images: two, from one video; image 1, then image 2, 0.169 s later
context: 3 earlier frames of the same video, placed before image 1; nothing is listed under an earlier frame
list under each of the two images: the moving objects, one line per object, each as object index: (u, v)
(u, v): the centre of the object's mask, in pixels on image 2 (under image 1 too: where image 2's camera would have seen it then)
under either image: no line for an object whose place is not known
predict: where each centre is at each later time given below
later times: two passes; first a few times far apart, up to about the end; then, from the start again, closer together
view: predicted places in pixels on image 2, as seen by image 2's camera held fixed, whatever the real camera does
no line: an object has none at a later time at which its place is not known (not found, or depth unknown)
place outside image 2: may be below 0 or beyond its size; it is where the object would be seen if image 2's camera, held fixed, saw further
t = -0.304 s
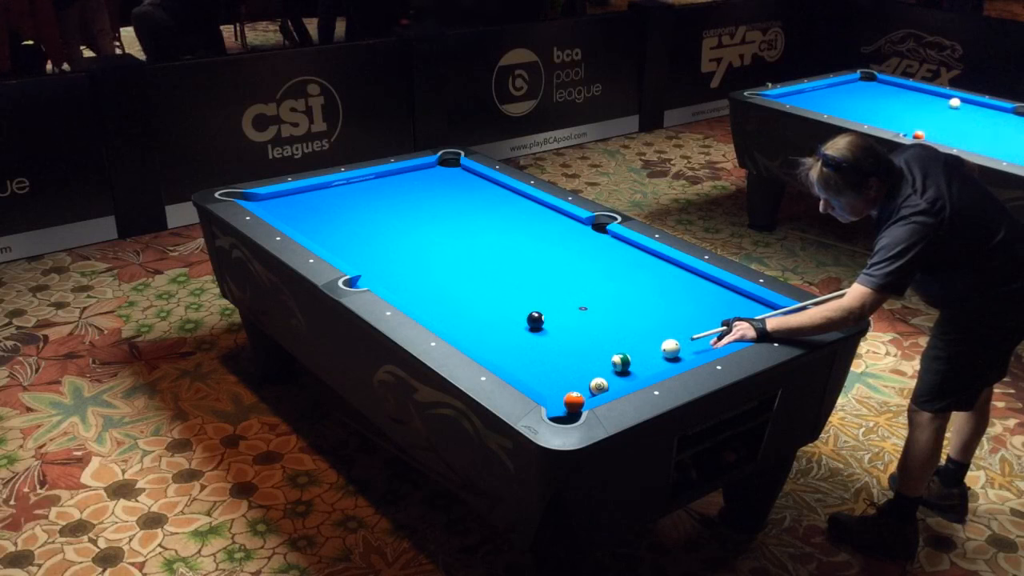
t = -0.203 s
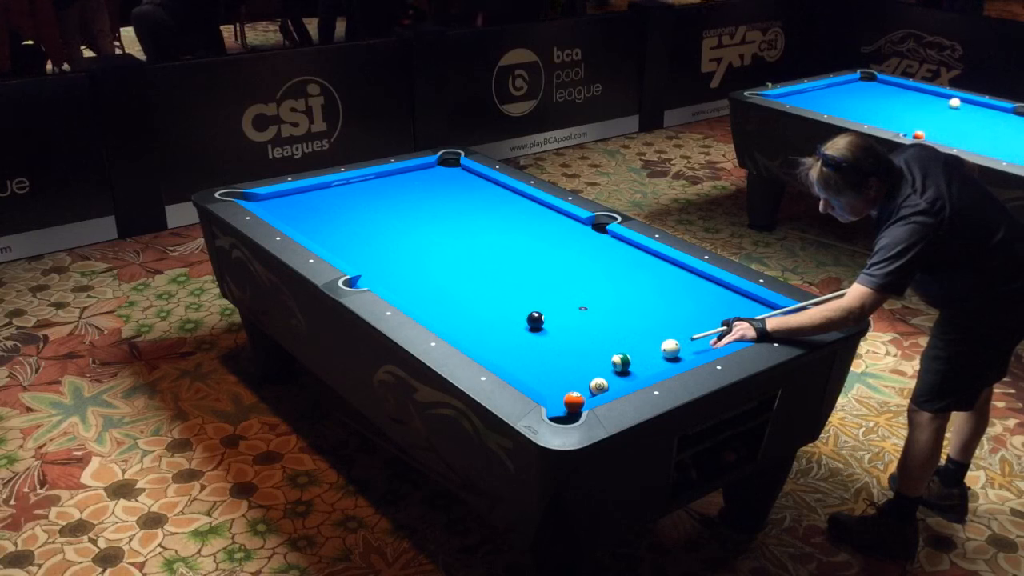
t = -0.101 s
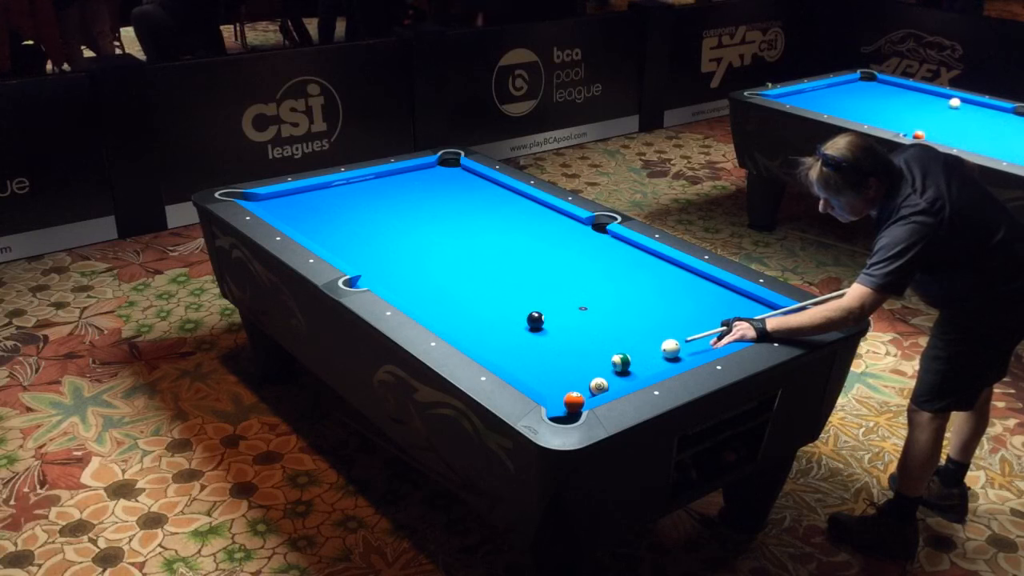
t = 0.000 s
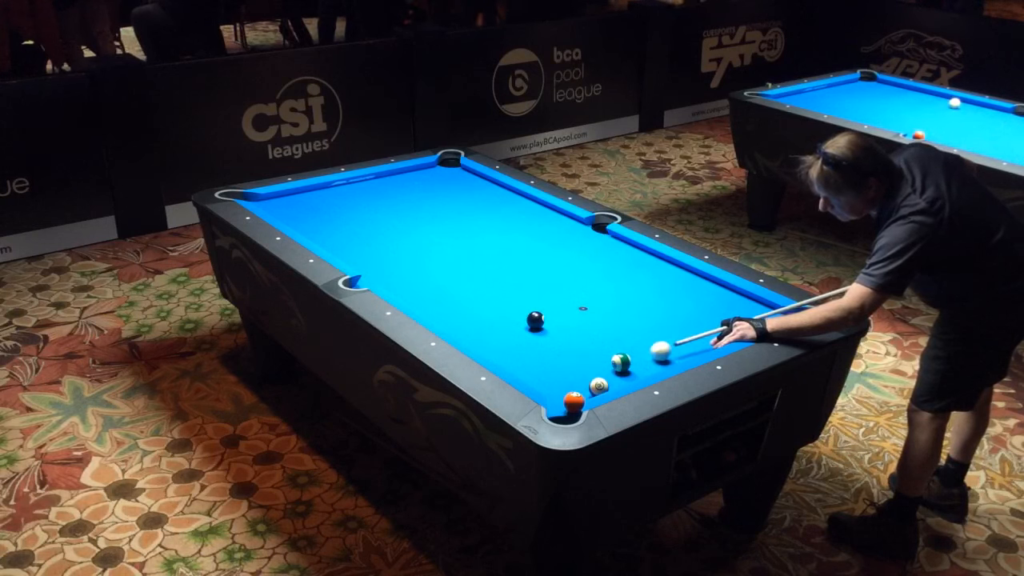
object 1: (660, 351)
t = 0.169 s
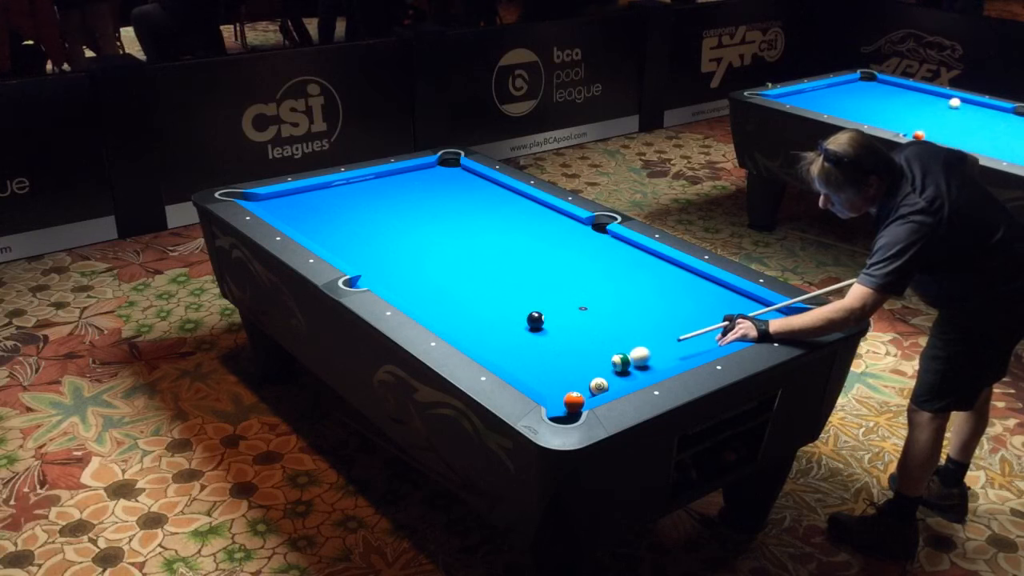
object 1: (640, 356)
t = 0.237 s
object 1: (635, 357)
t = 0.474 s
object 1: (629, 358)
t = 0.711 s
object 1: (623, 359)
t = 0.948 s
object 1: (620, 360)
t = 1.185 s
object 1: (617, 361)
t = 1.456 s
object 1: (616, 362)
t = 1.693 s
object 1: (616, 362)
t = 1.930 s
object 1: (616, 362)
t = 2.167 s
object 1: (616, 362)
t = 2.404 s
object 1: (616, 362)
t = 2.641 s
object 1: (616, 362)
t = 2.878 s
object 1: (616, 362)
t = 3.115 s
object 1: (616, 362)
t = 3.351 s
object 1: (616, 362)
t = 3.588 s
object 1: (616, 362)
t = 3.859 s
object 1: (616, 362)
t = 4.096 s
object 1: (616, 362)
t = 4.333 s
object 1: (616, 362)
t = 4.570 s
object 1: (616, 362)
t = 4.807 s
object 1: (616, 362)
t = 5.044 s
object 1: (616, 362)
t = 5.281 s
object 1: (616, 362)
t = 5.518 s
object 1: (616, 362)
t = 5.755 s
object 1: (616, 362)
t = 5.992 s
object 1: (616, 362)
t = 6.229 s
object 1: (616, 362)
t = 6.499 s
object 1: (616, 362)
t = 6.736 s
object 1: (616, 362)
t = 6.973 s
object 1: (616, 362)
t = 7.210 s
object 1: (616, 362)
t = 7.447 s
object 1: (616, 362)
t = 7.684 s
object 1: (616, 362)
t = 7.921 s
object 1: (616, 362)
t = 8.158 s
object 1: (616, 362)
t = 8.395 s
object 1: (616, 362)
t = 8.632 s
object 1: (616, 362)
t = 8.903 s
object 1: (616, 362)
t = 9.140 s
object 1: (616, 362)
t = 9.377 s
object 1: (616, 362)
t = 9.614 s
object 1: (616, 362)
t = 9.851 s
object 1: (616, 362)
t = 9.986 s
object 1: (616, 362)
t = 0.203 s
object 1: (637, 357)
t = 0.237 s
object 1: (635, 357)
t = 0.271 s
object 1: (635, 357)
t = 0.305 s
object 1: (634, 357)
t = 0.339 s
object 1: (633, 357)
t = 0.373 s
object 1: (632, 357)
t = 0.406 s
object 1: (631, 358)
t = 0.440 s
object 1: (630, 358)
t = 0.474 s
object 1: (629, 358)
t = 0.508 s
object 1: (628, 358)
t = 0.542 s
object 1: (627, 358)
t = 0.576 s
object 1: (626, 359)
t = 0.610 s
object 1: (626, 359)
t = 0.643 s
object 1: (625, 359)
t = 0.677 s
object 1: (624, 359)
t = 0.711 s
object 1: (623, 359)
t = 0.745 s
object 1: (623, 359)
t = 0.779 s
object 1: (622, 359)
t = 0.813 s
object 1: (621, 359)
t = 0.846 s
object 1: (621, 360)
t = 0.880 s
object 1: (620, 360)
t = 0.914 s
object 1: (620, 360)
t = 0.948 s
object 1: (620, 360)
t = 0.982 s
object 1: (619, 360)
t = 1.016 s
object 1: (618, 360)
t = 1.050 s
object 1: (618, 361)
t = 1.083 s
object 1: (618, 361)
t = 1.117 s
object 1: (618, 361)
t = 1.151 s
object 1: (617, 361)
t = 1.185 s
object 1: (617, 361)
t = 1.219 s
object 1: (617, 361)
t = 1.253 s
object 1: (616, 361)
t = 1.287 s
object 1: (616, 361)
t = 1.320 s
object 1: (616, 361)
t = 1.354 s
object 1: (616, 362)
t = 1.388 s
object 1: (616, 362)
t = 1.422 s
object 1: (616, 362)
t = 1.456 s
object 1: (616, 362)
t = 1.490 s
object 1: (616, 362)
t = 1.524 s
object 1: (616, 362)
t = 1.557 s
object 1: (616, 362)
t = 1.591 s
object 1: (616, 362)
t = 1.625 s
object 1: (616, 362)
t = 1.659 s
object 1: (616, 362)
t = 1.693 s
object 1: (616, 362)
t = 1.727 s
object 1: (616, 362)
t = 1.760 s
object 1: (616, 362)
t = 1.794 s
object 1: (616, 362)
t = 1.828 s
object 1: (616, 362)
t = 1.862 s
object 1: (616, 362)
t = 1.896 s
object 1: (616, 362)
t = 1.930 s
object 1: (616, 362)
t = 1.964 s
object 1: (616, 362)
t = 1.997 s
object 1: (616, 362)
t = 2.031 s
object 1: (616, 362)
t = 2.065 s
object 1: (616, 362)
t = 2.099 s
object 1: (616, 362)
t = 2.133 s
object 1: (616, 362)
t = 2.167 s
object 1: (616, 362)
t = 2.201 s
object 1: (616, 362)
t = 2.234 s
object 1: (616, 362)
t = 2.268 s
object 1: (616, 362)
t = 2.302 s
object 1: (616, 362)
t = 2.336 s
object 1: (616, 362)
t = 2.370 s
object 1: (616, 362)
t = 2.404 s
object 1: (616, 362)
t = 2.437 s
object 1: (616, 362)
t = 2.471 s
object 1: (616, 362)
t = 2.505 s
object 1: (616, 362)
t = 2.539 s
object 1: (616, 362)
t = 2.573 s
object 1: (616, 362)
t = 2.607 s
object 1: (616, 362)
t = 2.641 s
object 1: (616, 362)
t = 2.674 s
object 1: (616, 362)
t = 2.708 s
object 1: (616, 362)
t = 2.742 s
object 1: (616, 362)
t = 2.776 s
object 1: (616, 362)
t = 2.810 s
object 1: (616, 362)
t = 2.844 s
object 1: (616, 362)
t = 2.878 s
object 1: (616, 362)
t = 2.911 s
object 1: (616, 362)
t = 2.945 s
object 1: (616, 362)
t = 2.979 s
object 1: (616, 362)
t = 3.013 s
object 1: (616, 362)
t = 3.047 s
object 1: (616, 362)
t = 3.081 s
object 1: (616, 362)
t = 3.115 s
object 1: (616, 362)
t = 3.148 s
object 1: (616, 362)
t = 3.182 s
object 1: (616, 362)
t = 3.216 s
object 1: (616, 362)
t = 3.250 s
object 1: (616, 362)
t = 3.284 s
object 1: (616, 362)
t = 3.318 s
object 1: (616, 362)
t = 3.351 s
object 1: (616, 362)
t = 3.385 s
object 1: (616, 362)
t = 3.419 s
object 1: (616, 362)
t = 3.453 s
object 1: (616, 362)
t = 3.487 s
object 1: (616, 362)
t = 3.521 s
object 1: (616, 362)
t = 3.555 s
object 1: (616, 362)
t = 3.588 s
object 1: (616, 362)
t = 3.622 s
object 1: (616, 362)
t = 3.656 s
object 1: (616, 362)
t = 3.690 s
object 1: (616, 362)
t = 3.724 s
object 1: (616, 362)
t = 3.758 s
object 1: (616, 362)
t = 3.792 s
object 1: (616, 362)
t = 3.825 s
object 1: (616, 362)
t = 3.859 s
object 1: (616, 362)
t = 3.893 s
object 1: (616, 362)
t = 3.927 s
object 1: (616, 362)
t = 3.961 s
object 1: (616, 362)
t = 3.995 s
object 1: (616, 362)
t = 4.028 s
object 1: (616, 362)
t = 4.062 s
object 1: (616, 362)
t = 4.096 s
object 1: (616, 362)
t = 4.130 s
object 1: (616, 362)
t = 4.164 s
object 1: (616, 362)
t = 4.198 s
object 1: (616, 362)
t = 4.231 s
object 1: (616, 362)
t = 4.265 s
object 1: (616, 362)
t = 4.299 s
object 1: (616, 362)
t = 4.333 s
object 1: (616, 362)
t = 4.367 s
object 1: (616, 362)
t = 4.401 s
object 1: (616, 362)
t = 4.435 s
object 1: (616, 362)
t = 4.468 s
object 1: (616, 362)
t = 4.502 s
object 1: (616, 362)
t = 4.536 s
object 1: (616, 362)
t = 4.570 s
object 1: (616, 362)
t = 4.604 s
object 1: (616, 362)
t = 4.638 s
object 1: (616, 362)
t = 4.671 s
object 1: (616, 362)
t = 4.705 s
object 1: (616, 362)
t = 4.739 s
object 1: (616, 362)
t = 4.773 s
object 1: (616, 362)
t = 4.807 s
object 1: (616, 362)
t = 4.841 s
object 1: (616, 362)
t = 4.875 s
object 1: (616, 362)
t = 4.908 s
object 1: (616, 362)
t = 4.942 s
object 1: (616, 362)
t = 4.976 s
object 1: (616, 362)
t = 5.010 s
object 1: (616, 362)
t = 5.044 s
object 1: (616, 362)
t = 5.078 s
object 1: (616, 362)
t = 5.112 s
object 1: (616, 362)
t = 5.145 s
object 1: (616, 362)
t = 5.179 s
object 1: (616, 362)
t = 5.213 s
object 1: (616, 362)
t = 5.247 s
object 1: (616, 362)
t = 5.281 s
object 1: (616, 362)
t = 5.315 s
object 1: (616, 362)
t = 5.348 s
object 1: (616, 362)
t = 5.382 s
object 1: (616, 362)
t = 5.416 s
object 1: (616, 362)
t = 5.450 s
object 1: (616, 362)
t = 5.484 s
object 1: (616, 362)
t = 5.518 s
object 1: (616, 362)
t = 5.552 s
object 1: (616, 362)
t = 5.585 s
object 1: (616, 362)
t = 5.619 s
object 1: (616, 362)
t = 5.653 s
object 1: (616, 362)
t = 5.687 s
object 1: (616, 362)
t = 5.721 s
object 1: (616, 362)
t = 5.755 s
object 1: (616, 362)
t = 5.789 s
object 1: (616, 362)
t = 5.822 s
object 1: (616, 362)
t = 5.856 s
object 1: (616, 362)
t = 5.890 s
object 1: (616, 362)
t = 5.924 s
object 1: (616, 362)
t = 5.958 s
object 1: (616, 362)
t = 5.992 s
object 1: (616, 362)
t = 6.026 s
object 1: (616, 362)
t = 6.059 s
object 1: (616, 362)
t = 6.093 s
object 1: (616, 362)
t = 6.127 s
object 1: (616, 362)
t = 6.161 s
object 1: (616, 362)
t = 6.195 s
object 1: (616, 362)
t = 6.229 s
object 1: (616, 362)
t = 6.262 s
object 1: (616, 362)
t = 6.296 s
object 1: (616, 362)
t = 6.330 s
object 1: (616, 362)
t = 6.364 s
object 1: (616, 362)
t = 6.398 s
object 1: (616, 362)
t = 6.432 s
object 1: (616, 362)
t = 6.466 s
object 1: (616, 362)
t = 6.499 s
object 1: (616, 362)
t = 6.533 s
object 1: (616, 362)
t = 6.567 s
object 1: (616, 362)
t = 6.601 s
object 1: (616, 362)
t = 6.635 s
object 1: (616, 362)
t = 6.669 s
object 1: (616, 362)
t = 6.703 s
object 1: (616, 362)
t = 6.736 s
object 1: (616, 362)
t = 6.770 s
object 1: (616, 362)
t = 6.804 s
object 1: (616, 362)
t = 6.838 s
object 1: (616, 362)
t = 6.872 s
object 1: (616, 362)
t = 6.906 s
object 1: (616, 362)
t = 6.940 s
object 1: (616, 362)
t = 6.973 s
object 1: (616, 362)
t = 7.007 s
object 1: (616, 362)
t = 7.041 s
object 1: (616, 362)
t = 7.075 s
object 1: (616, 362)
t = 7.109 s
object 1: (616, 362)
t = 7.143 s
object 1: (616, 362)
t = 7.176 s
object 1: (616, 362)
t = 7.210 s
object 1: (616, 362)
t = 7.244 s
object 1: (616, 362)
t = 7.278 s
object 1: (616, 362)
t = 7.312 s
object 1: (616, 362)
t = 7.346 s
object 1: (616, 362)
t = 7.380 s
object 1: (616, 362)
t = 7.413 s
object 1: (616, 362)
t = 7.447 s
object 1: (616, 362)
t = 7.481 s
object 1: (616, 362)
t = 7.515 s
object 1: (616, 362)
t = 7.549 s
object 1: (616, 362)
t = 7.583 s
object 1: (616, 362)
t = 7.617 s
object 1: (616, 362)
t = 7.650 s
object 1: (616, 362)
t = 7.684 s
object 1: (616, 362)
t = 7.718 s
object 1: (616, 362)
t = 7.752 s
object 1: (616, 362)
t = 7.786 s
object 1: (616, 362)
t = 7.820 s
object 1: (616, 362)
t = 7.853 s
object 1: (616, 362)
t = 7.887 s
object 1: (616, 362)
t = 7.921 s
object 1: (616, 362)
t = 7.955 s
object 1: (616, 362)
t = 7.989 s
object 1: (616, 362)
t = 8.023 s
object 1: (616, 362)
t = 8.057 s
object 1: (616, 362)
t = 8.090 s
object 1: (616, 362)
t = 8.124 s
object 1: (616, 362)
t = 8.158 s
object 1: (616, 362)
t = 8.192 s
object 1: (616, 362)
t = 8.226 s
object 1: (616, 362)
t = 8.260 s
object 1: (616, 362)
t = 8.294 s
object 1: (616, 362)
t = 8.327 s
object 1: (616, 362)
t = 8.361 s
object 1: (616, 362)
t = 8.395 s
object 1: (616, 362)
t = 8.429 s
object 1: (616, 362)
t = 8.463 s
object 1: (616, 362)
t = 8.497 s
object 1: (616, 362)
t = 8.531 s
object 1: (616, 362)
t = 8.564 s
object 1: (616, 362)
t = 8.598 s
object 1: (616, 362)
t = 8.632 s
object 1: (616, 362)
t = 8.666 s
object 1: (616, 362)
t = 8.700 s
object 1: (616, 362)
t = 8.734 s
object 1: (616, 362)
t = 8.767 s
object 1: (616, 362)
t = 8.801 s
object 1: (616, 362)
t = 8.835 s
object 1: (616, 362)
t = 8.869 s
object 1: (616, 362)
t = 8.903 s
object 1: (616, 362)
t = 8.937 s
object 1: (616, 362)
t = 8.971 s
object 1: (616, 362)
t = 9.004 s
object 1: (616, 362)
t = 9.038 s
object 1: (616, 362)
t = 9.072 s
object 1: (616, 362)
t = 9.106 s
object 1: (616, 362)
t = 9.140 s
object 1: (616, 362)
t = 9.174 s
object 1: (616, 362)
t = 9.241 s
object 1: (616, 362)
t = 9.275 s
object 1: (616, 362)
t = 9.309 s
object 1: (616, 362)
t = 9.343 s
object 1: (616, 362)
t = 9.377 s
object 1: (616, 362)
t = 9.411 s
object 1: (616, 362)
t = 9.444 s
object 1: (616, 362)
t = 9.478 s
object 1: (616, 362)
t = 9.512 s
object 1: (616, 362)
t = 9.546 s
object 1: (616, 362)
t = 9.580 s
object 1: (616, 362)
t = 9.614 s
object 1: (616, 362)
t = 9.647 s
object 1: (616, 362)
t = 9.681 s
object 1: (616, 362)
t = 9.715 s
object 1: (616, 362)
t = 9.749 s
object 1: (616, 362)
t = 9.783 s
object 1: (616, 362)
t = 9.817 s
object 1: (616, 362)
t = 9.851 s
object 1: (616, 362)
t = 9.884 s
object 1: (616, 362)
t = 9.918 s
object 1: (616, 362)
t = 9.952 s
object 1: (616, 362)
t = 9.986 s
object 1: (616, 362)
